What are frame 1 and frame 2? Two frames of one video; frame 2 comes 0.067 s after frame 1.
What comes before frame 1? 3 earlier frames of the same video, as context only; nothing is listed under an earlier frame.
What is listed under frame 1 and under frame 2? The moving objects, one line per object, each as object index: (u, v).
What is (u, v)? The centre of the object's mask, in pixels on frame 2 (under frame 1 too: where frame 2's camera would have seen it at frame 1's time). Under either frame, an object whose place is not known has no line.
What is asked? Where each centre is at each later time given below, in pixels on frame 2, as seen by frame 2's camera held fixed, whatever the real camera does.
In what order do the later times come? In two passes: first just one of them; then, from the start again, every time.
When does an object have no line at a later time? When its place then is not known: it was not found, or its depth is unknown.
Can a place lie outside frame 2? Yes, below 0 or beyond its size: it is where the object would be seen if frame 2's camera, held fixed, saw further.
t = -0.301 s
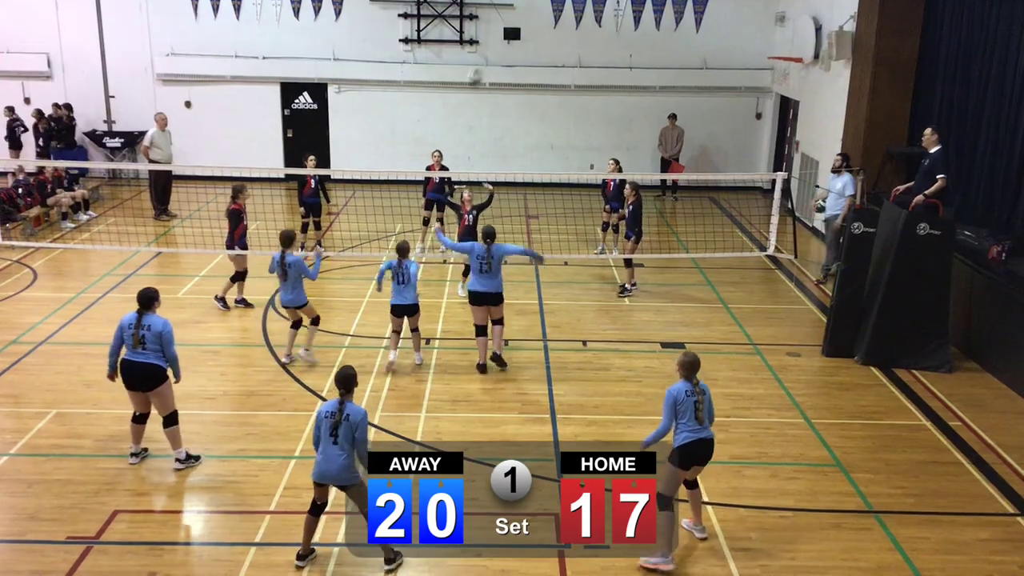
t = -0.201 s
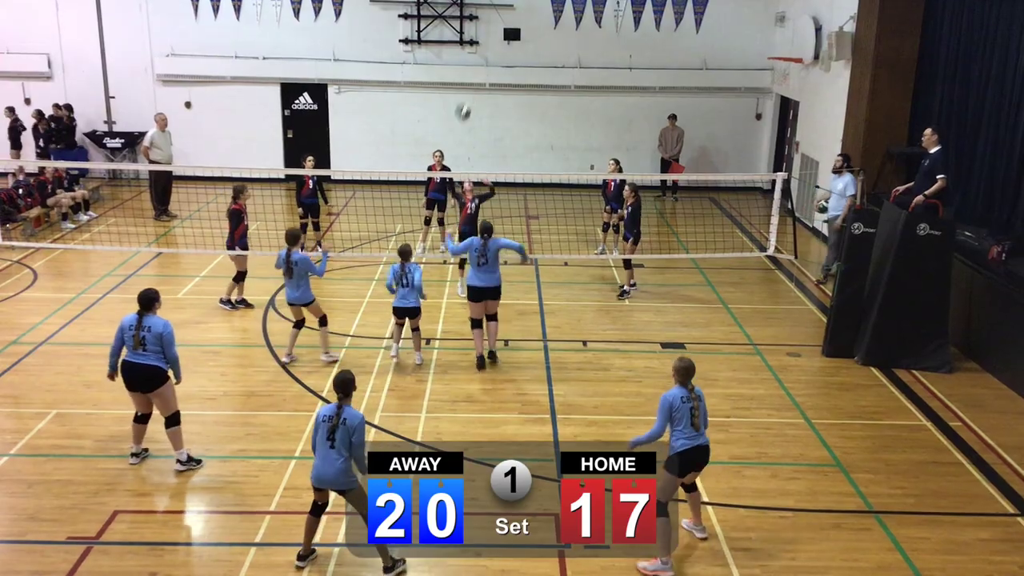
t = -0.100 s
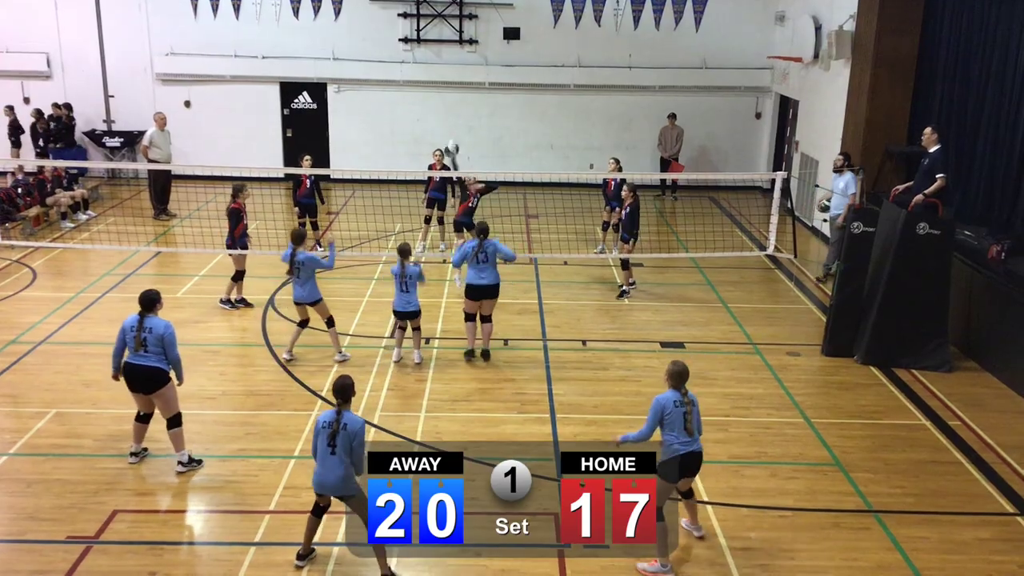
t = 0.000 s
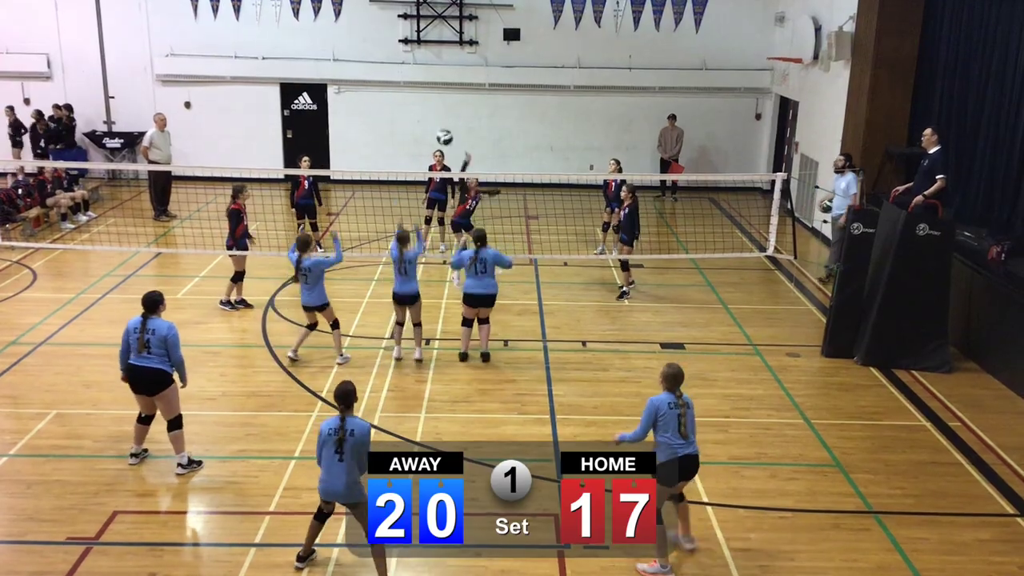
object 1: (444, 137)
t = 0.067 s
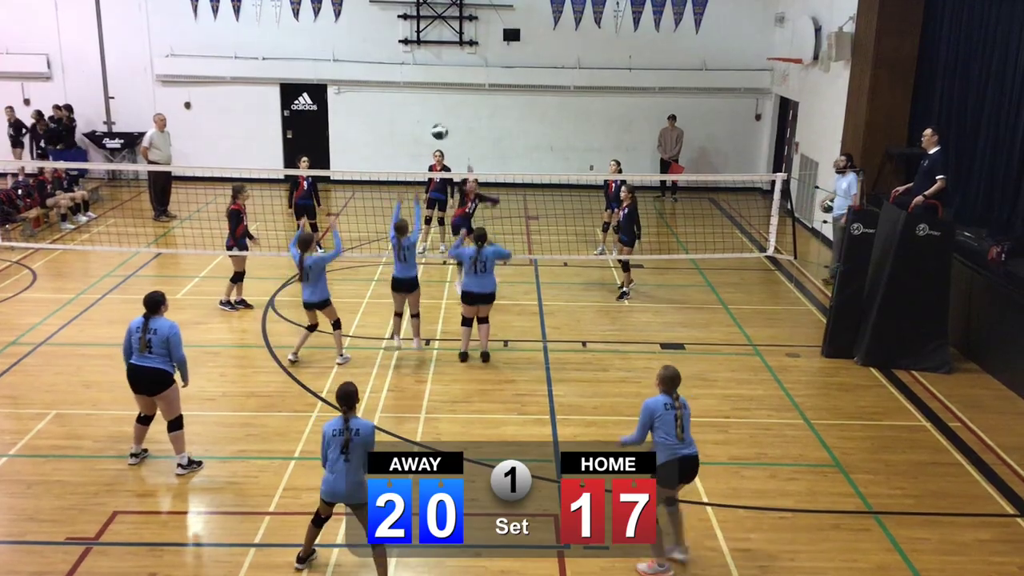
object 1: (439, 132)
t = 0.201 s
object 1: (428, 129)
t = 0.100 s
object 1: (437, 130)
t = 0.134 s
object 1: (434, 129)
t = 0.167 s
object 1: (431, 129)
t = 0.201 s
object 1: (428, 129)
